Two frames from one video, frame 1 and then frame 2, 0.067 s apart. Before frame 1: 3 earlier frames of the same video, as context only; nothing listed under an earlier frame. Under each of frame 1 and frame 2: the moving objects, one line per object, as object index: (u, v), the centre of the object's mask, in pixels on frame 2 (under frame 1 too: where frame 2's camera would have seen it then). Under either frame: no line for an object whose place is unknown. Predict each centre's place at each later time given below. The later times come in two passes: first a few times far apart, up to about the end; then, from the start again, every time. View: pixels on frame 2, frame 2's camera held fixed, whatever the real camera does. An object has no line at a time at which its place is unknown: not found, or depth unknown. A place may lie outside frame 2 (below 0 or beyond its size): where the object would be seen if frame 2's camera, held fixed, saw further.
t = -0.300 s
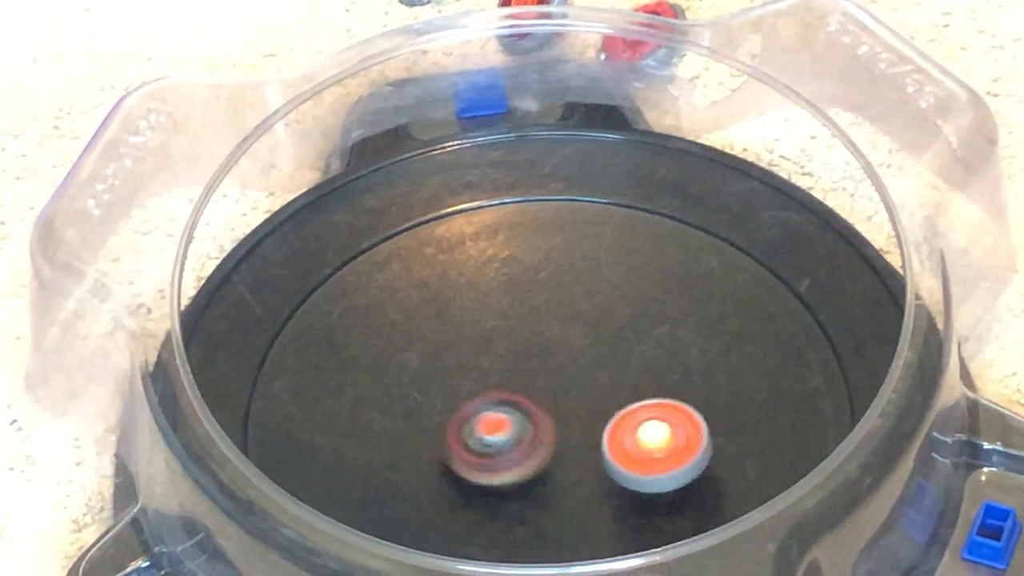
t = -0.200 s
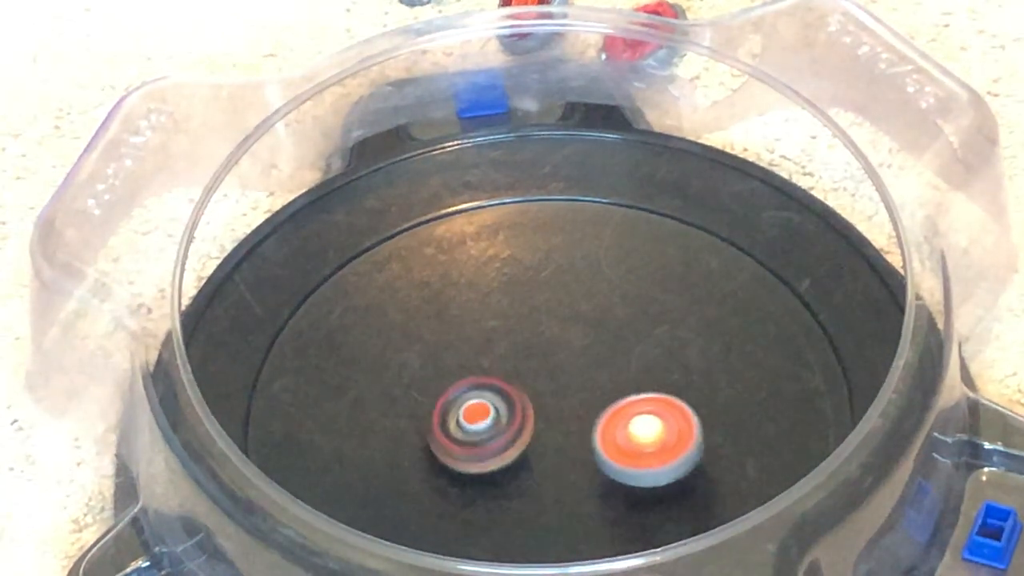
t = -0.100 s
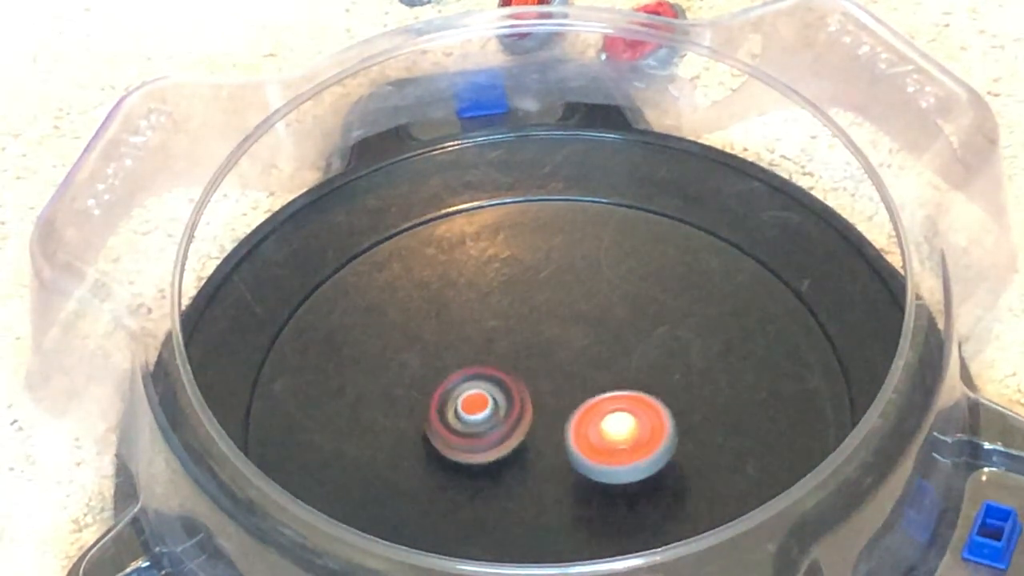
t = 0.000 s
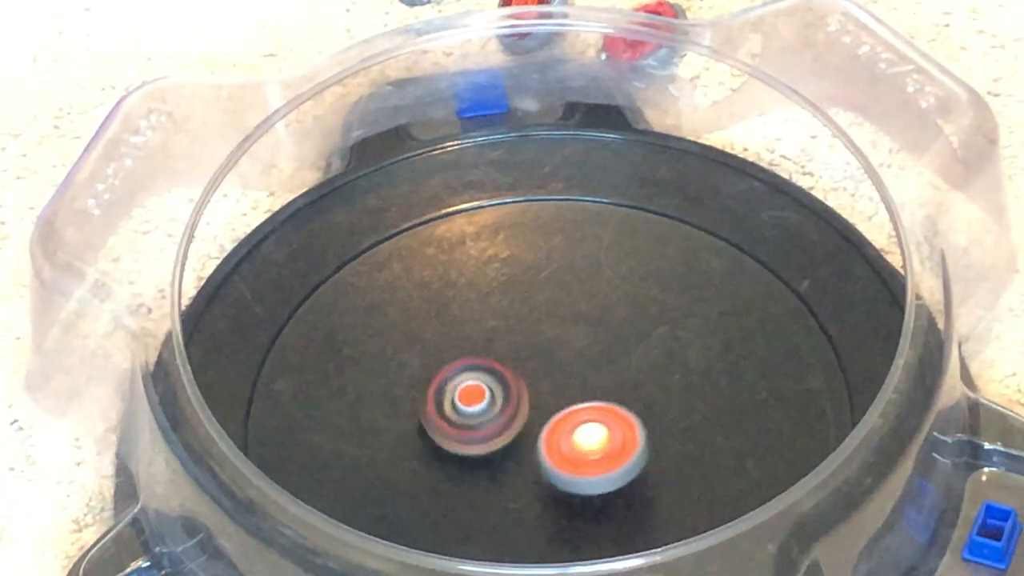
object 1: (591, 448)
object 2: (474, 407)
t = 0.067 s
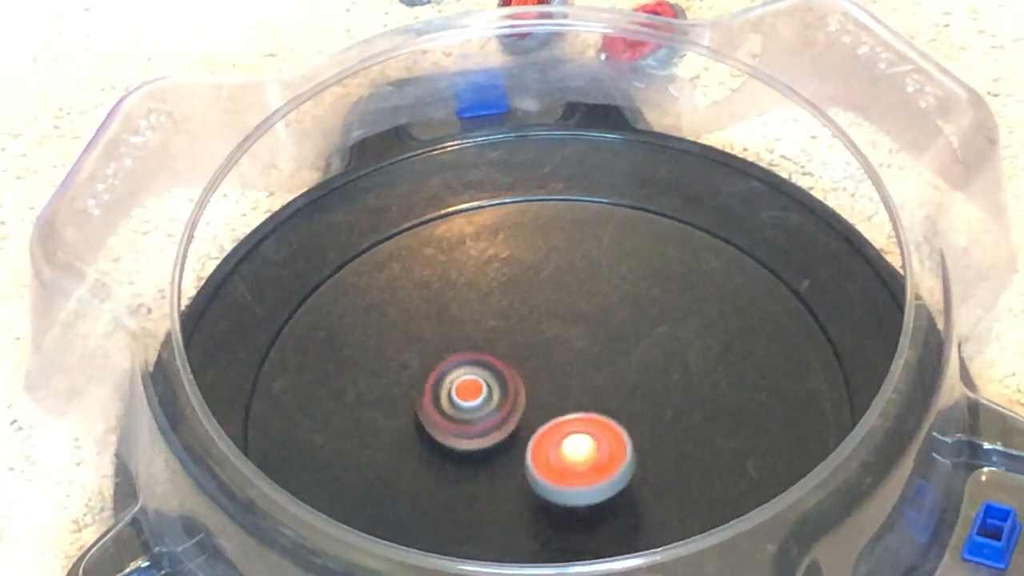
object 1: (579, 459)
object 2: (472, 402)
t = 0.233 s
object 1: (573, 487)
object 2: (463, 390)
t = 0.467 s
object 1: (582, 493)
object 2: (457, 384)
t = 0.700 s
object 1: (563, 476)
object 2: (459, 387)
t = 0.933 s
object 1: (521, 475)
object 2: (474, 393)
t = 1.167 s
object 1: (499, 483)
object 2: (500, 398)
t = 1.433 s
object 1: (507, 505)
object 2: (556, 335)
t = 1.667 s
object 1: (544, 475)
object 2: (626, 332)
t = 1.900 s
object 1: (522, 432)
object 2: (637, 335)
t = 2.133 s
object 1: (476, 427)
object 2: (639, 341)
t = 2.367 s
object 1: (482, 432)
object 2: (630, 353)
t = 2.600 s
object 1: (488, 418)
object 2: (617, 375)
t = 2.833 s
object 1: (497, 412)
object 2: (614, 400)
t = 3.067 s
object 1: (505, 403)
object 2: (623, 426)
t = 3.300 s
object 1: (529, 393)
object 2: (636, 443)
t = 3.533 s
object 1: (542, 385)
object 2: (651, 454)
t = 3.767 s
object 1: (559, 379)
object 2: (660, 455)
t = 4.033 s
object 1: (567, 384)
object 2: (653, 452)
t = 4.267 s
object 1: (568, 383)
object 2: (629, 468)
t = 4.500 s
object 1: (558, 389)
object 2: (605, 485)
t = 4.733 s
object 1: (559, 404)
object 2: (581, 497)
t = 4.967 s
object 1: (552, 402)
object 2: (563, 521)
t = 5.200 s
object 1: (553, 416)
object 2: (551, 525)
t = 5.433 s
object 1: (562, 420)
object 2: (546, 522)
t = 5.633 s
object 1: (571, 425)
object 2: (538, 516)
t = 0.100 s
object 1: (575, 466)
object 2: (470, 399)
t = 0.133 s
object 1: (572, 472)
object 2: (468, 397)
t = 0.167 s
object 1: (571, 478)
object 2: (466, 395)
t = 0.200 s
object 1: (572, 482)
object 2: (465, 393)
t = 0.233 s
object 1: (573, 487)
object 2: (463, 390)
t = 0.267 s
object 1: (575, 490)
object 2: (462, 389)
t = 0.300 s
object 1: (577, 492)
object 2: (461, 388)
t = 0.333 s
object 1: (579, 494)
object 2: (460, 387)
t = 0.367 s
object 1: (580, 494)
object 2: (459, 386)
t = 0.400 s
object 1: (582, 494)
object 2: (458, 385)
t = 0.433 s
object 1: (582, 494)
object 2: (457, 384)
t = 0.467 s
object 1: (582, 493)
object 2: (457, 384)
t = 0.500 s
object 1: (583, 492)
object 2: (456, 384)
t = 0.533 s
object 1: (582, 490)
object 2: (456, 384)
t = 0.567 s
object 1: (581, 487)
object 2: (456, 385)
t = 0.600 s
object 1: (578, 483)
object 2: (457, 385)
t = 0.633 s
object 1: (573, 481)
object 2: (457, 385)
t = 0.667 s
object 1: (569, 479)
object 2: (458, 386)
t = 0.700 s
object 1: (563, 476)
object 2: (459, 387)
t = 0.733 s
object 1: (557, 474)
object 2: (460, 387)
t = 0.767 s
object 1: (551, 473)
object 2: (462, 388)
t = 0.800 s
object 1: (545, 472)
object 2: (464, 390)
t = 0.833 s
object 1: (539, 472)
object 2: (466, 391)
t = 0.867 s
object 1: (532, 473)
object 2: (469, 392)
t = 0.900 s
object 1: (526, 473)
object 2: (471, 392)
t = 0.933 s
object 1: (521, 475)
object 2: (474, 393)
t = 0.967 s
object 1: (516, 477)
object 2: (477, 394)
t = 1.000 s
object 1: (511, 478)
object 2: (480, 395)
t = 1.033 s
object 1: (507, 480)
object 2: (484, 395)
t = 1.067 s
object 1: (505, 481)
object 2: (487, 396)
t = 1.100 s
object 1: (502, 481)
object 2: (491, 397)
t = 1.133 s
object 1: (500, 483)
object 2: (495, 398)
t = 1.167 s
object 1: (499, 483)
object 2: (500, 398)
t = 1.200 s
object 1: (499, 483)
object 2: (503, 398)
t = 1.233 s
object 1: (499, 482)
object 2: (508, 399)
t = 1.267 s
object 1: (500, 481)
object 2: (512, 399)
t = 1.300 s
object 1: (499, 479)
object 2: (515, 398)
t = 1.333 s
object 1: (497, 491)
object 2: (524, 382)
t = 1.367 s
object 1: (496, 501)
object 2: (533, 360)
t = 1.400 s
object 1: (500, 505)
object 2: (542, 346)
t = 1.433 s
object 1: (507, 505)
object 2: (556, 335)
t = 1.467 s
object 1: (515, 505)
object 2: (571, 329)
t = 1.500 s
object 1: (523, 502)
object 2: (586, 326)
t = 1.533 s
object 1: (530, 499)
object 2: (600, 326)
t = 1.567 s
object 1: (536, 494)
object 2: (613, 327)
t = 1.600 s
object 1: (539, 488)
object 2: (620, 330)
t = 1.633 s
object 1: (543, 482)
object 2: (624, 331)
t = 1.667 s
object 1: (544, 475)
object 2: (626, 332)
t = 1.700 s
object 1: (544, 468)
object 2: (627, 333)
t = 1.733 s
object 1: (542, 461)
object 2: (629, 333)
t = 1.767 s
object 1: (539, 454)
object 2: (630, 334)
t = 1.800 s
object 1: (535, 447)
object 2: (632, 334)
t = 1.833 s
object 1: (531, 442)
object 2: (634, 334)
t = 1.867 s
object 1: (527, 436)
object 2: (636, 334)
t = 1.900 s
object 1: (522, 432)
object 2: (637, 335)
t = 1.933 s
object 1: (515, 429)
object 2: (638, 335)
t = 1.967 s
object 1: (506, 426)
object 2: (639, 336)
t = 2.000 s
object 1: (498, 424)
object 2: (639, 337)
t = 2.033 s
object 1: (491, 423)
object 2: (639, 338)
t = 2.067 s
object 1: (484, 422)
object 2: (639, 339)
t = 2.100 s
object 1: (479, 424)
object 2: (640, 340)
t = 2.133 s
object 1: (476, 427)
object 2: (639, 341)
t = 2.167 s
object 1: (475, 429)
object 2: (638, 342)
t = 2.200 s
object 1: (474, 431)
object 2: (637, 344)
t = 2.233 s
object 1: (475, 432)
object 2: (636, 345)
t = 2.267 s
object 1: (476, 432)
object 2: (635, 347)
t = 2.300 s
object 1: (477, 433)
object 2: (633, 348)
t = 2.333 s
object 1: (479, 433)
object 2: (631, 351)
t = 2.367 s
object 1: (482, 432)
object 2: (630, 353)
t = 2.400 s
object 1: (486, 431)
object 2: (628, 355)
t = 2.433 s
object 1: (488, 429)
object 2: (627, 359)
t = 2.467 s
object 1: (490, 427)
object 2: (624, 361)
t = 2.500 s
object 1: (490, 424)
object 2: (623, 365)
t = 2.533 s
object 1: (490, 422)
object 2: (621, 368)
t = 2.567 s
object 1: (489, 419)
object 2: (619, 372)
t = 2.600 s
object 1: (488, 418)
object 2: (617, 375)
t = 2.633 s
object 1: (487, 417)
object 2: (616, 379)
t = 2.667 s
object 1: (487, 417)
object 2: (615, 382)
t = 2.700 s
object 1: (489, 416)
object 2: (615, 386)
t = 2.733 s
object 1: (491, 416)
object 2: (614, 389)
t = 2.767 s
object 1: (494, 415)
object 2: (613, 393)
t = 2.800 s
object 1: (496, 414)
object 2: (614, 396)
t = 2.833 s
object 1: (497, 412)
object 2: (614, 400)
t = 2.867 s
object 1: (499, 411)
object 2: (613, 403)
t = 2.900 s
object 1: (502, 410)
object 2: (615, 407)
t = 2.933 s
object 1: (503, 408)
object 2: (616, 410)
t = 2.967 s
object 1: (501, 407)
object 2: (621, 414)
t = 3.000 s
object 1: (502, 405)
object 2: (622, 418)
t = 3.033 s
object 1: (503, 404)
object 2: (622, 422)
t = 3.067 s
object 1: (505, 403)
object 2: (623, 426)
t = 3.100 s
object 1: (508, 402)
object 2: (624, 429)
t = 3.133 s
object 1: (512, 402)
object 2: (626, 432)
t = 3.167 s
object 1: (515, 401)
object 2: (628, 434)
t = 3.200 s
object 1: (519, 399)
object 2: (630, 437)
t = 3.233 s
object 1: (523, 397)
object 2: (632, 439)
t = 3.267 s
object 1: (526, 395)
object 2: (634, 441)
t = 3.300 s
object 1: (529, 393)
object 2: (636, 443)
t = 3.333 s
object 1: (530, 392)
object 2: (639, 445)
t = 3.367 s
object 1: (533, 391)
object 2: (641, 447)
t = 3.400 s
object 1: (535, 389)
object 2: (643, 449)
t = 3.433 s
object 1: (537, 388)
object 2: (645, 450)
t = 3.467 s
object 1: (539, 387)
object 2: (647, 452)
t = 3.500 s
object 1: (541, 386)
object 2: (650, 453)
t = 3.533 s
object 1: (542, 385)
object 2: (651, 454)
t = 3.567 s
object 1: (544, 384)
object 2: (653, 454)
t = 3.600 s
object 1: (547, 383)
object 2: (655, 455)
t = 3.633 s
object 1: (550, 383)
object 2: (657, 455)
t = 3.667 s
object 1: (552, 381)
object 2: (658, 455)
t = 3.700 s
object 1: (555, 381)
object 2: (659, 455)
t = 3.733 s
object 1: (557, 380)
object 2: (660, 455)
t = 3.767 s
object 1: (559, 379)
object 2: (660, 455)
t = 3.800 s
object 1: (560, 379)
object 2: (661, 455)
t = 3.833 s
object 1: (561, 379)
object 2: (660, 454)
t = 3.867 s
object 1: (561, 379)
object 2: (660, 454)
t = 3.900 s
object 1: (562, 379)
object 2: (659, 453)
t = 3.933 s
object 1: (563, 380)
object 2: (658, 453)
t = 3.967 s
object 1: (564, 381)
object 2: (656, 452)
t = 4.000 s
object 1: (565, 383)
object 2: (655, 452)
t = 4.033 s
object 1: (567, 384)
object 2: (653, 452)
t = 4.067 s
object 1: (569, 385)
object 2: (651, 451)
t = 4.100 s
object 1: (571, 382)
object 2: (649, 457)
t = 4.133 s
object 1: (572, 377)
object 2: (645, 463)
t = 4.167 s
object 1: (571, 377)
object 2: (640, 466)
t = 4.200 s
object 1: (569, 378)
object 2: (636, 467)
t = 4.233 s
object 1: (568, 380)
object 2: (633, 467)
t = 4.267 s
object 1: (568, 383)
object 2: (629, 468)
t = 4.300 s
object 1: (568, 385)
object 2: (625, 469)
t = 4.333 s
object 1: (567, 386)
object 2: (622, 470)
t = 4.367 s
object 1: (567, 387)
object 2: (618, 472)
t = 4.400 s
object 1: (563, 384)
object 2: (617, 479)
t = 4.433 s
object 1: (560, 385)
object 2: (613, 482)
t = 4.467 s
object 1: (558, 387)
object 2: (608, 484)
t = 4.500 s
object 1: (558, 389)
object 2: (605, 485)
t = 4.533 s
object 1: (558, 392)
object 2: (601, 487)
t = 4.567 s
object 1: (558, 394)
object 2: (598, 488)
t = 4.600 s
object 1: (558, 397)
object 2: (594, 490)
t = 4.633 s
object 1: (558, 399)
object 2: (590, 491)
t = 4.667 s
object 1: (558, 402)
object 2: (587, 492)
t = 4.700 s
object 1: (558, 403)
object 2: (584, 495)
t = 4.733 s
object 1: (559, 404)
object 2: (581, 497)
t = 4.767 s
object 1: (559, 398)
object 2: (579, 507)
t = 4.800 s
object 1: (557, 395)
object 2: (578, 514)
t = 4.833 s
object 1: (556, 393)
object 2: (575, 516)
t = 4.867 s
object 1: (555, 394)
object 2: (572, 517)
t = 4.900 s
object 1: (554, 396)
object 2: (568, 518)
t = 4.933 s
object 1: (553, 398)
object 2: (566, 519)
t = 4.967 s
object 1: (552, 402)
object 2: (563, 521)
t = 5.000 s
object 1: (551, 404)
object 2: (561, 521)
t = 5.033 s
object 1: (550, 407)
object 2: (559, 522)
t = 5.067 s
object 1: (550, 409)
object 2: (557, 523)
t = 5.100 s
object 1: (550, 411)
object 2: (555, 524)
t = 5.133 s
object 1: (551, 413)
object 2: (554, 524)
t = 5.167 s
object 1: (552, 414)
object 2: (552, 525)
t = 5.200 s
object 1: (553, 416)
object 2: (551, 525)
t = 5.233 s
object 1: (554, 416)
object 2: (550, 525)
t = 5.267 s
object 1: (555, 417)
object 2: (549, 525)
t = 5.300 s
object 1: (557, 418)
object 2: (548, 525)
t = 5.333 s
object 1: (558, 419)
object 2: (547, 524)
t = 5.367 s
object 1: (559, 419)
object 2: (547, 523)
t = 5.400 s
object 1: (561, 420)
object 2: (546, 523)
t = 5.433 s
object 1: (562, 420)
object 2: (546, 522)
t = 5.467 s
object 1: (562, 421)
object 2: (545, 521)
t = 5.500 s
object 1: (563, 423)
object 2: (544, 520)
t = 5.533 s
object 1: (564, 424)
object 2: (544, 519)
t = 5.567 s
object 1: (565, 425)
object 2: (543, 518)
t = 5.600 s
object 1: (567, 426)
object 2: (542, 517)
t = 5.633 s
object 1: (571, 425)
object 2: (538, 516)
